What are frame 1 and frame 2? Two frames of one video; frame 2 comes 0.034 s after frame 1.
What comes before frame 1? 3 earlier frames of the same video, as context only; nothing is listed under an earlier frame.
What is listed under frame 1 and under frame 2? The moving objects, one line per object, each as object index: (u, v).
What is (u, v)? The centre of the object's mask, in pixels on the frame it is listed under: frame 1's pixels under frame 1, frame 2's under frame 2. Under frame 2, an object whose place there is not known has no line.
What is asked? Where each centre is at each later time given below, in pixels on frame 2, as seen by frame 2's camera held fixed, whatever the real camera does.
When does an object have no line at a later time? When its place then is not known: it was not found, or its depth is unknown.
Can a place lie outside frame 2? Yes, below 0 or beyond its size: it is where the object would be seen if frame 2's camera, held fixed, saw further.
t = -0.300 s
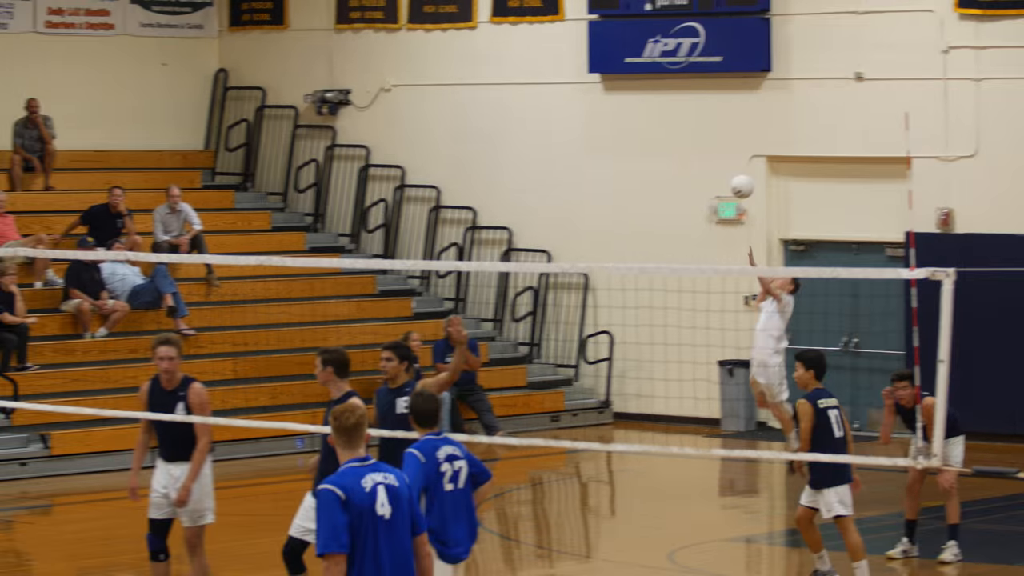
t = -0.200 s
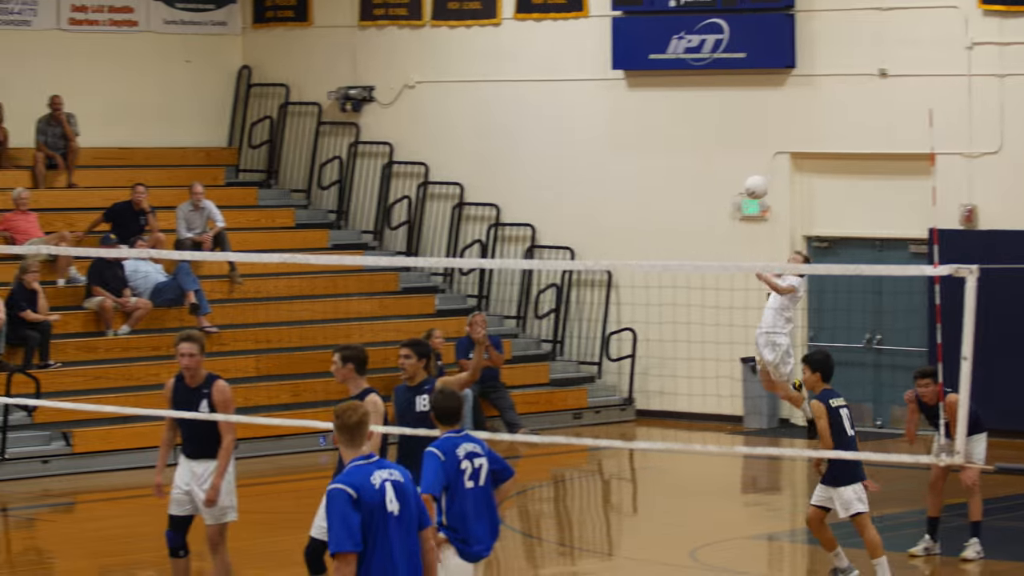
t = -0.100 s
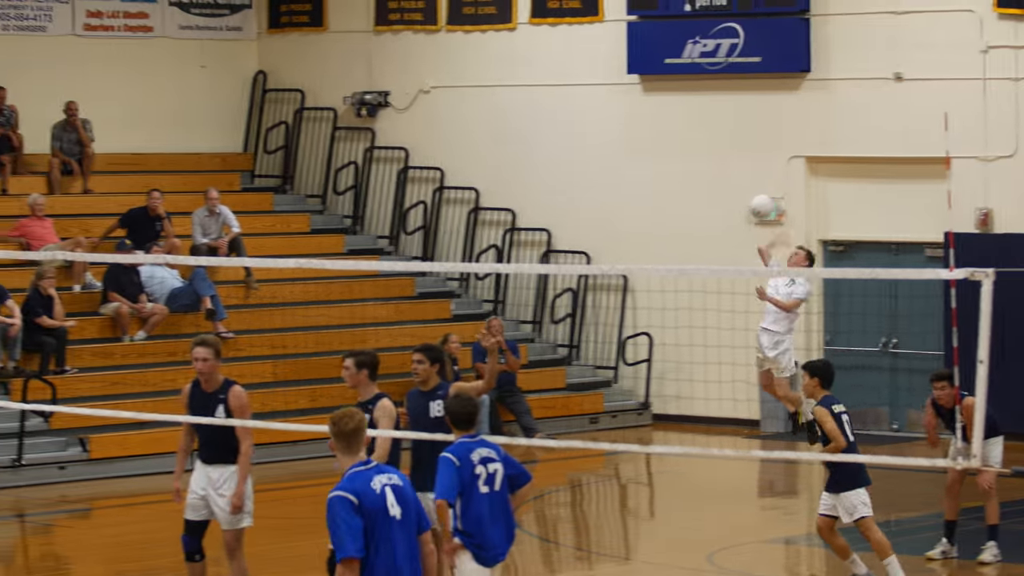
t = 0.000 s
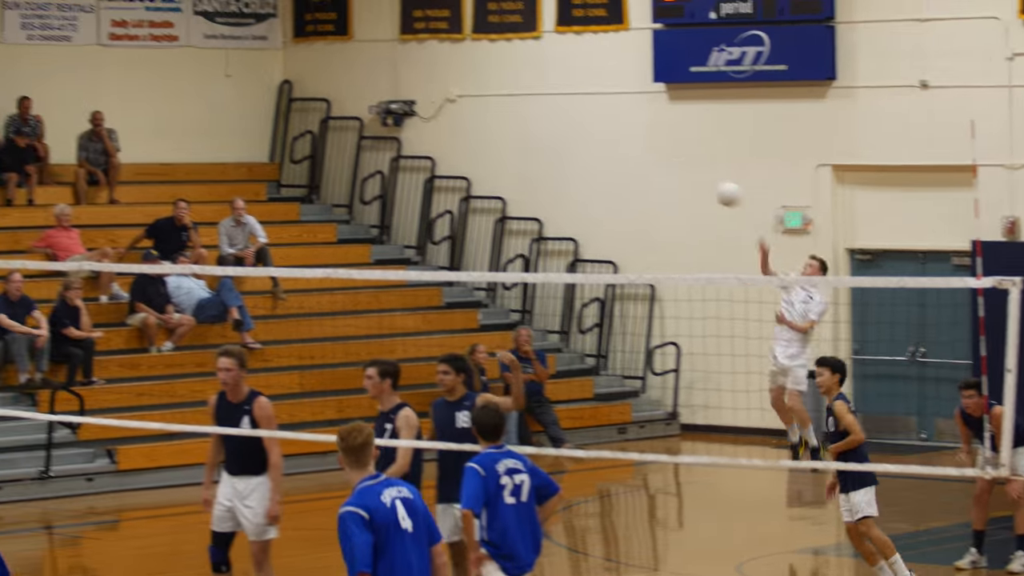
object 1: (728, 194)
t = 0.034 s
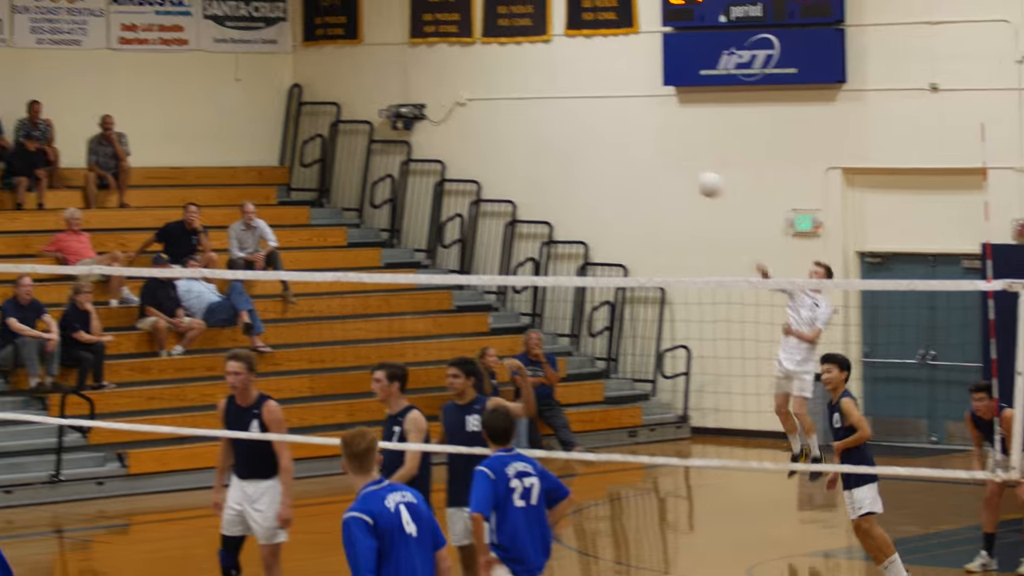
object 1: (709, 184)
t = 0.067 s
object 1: (680, 173)
